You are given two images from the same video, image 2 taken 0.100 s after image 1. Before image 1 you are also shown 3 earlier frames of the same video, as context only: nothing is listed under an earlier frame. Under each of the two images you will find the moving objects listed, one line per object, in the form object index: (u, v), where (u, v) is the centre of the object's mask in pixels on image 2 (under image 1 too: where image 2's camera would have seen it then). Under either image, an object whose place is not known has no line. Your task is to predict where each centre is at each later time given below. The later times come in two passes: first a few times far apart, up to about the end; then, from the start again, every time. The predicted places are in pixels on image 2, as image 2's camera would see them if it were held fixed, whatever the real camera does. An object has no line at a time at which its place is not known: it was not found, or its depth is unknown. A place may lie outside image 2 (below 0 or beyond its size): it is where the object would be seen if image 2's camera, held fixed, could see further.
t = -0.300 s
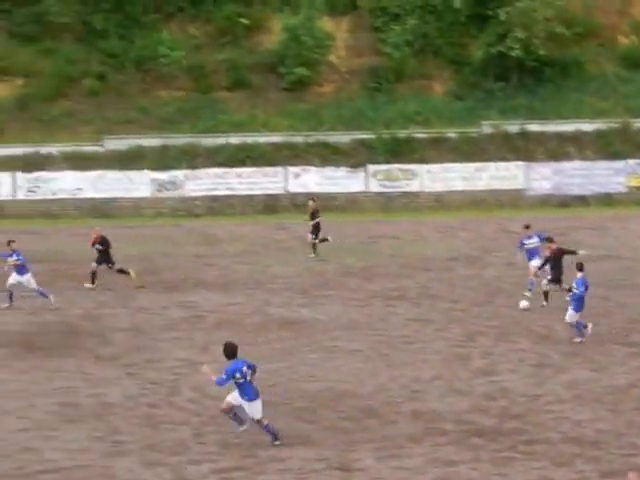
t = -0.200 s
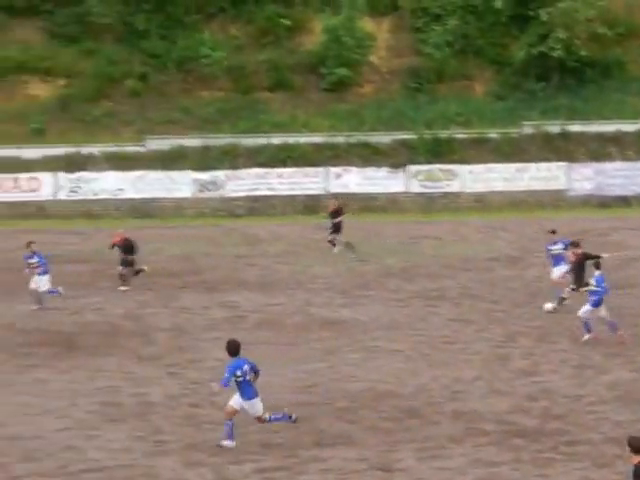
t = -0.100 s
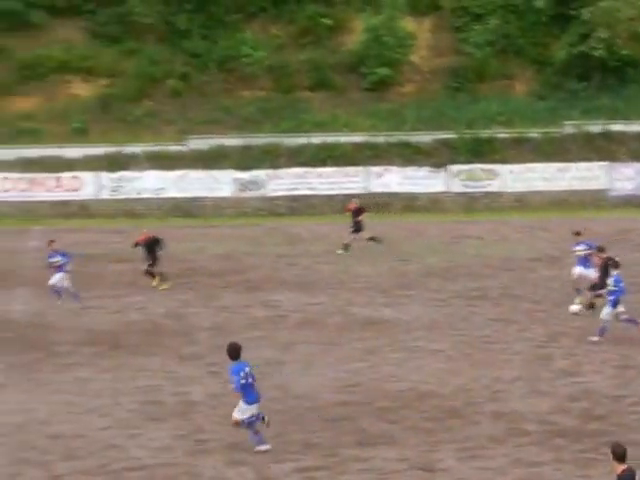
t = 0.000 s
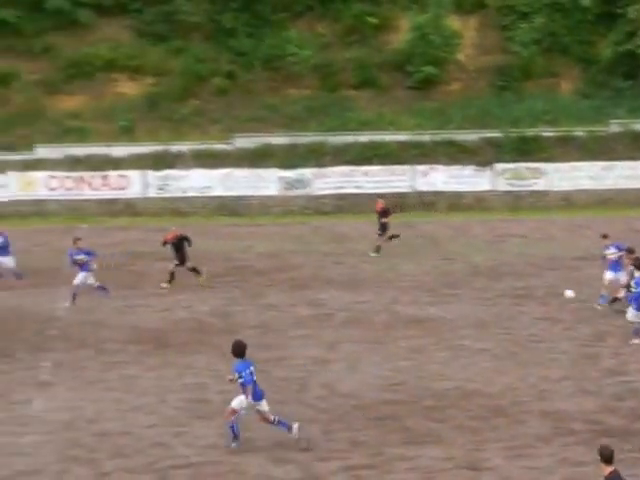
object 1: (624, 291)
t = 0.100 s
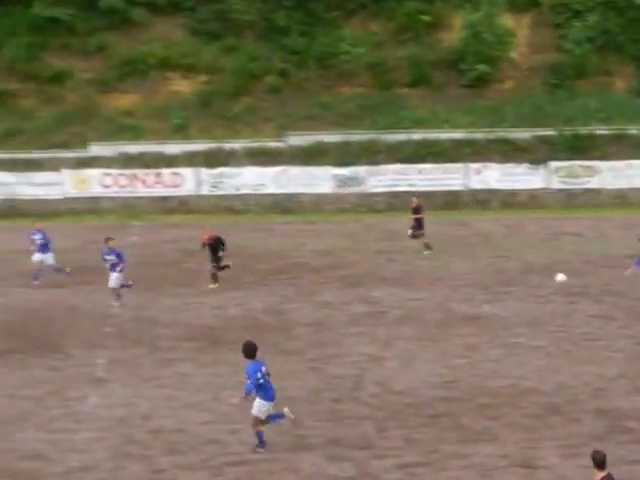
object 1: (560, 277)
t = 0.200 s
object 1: (498, 268)
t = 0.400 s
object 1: (373, 263)
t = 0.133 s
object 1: (540, 274)
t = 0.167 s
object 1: (519, 271)
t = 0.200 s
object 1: (498, 268)
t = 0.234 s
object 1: (478, 266)
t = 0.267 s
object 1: (458, 265)
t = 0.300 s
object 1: (437, 263)
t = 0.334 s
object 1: (416, 262)
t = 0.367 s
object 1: (394, 263)
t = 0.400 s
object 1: (373, 263)
